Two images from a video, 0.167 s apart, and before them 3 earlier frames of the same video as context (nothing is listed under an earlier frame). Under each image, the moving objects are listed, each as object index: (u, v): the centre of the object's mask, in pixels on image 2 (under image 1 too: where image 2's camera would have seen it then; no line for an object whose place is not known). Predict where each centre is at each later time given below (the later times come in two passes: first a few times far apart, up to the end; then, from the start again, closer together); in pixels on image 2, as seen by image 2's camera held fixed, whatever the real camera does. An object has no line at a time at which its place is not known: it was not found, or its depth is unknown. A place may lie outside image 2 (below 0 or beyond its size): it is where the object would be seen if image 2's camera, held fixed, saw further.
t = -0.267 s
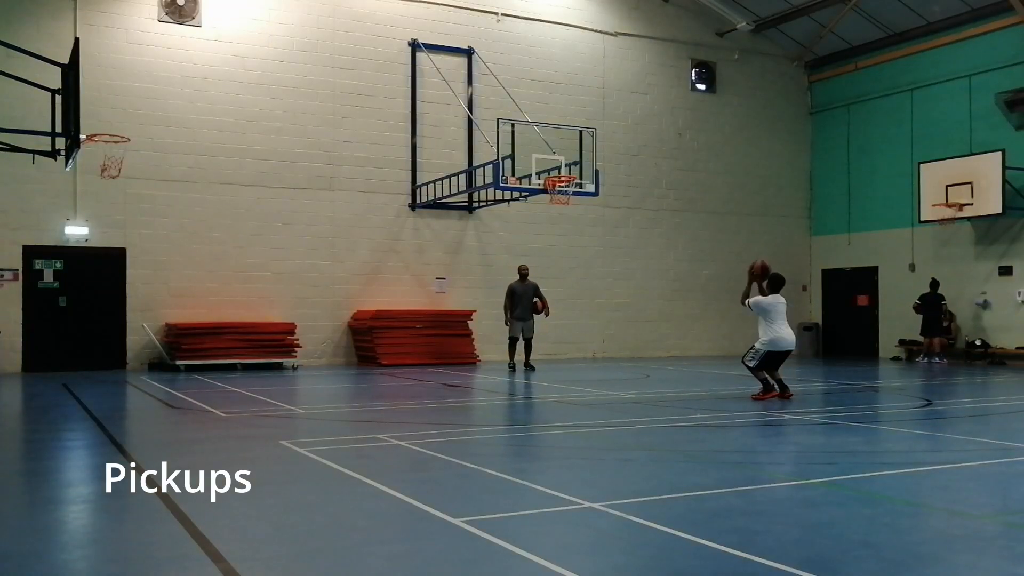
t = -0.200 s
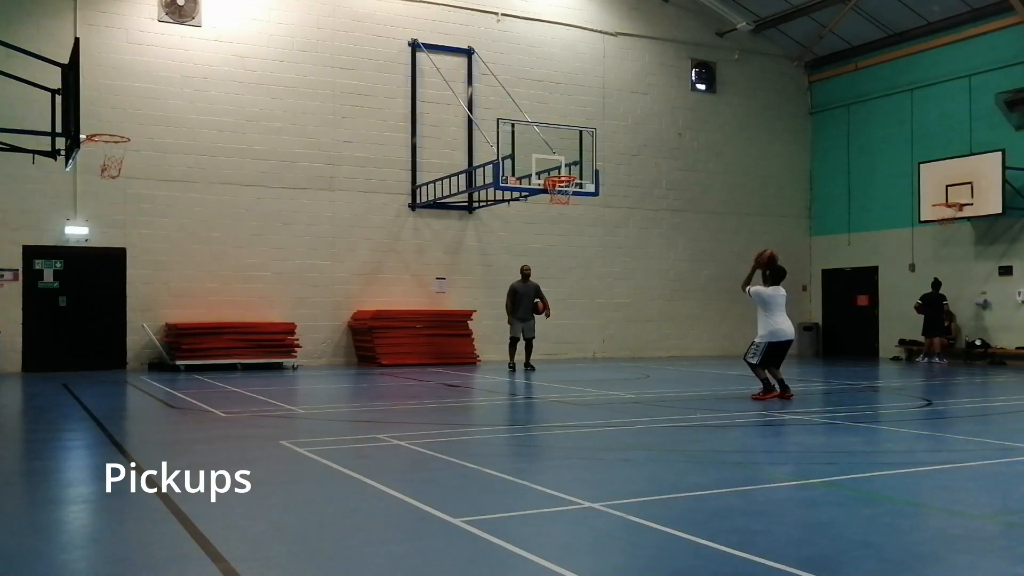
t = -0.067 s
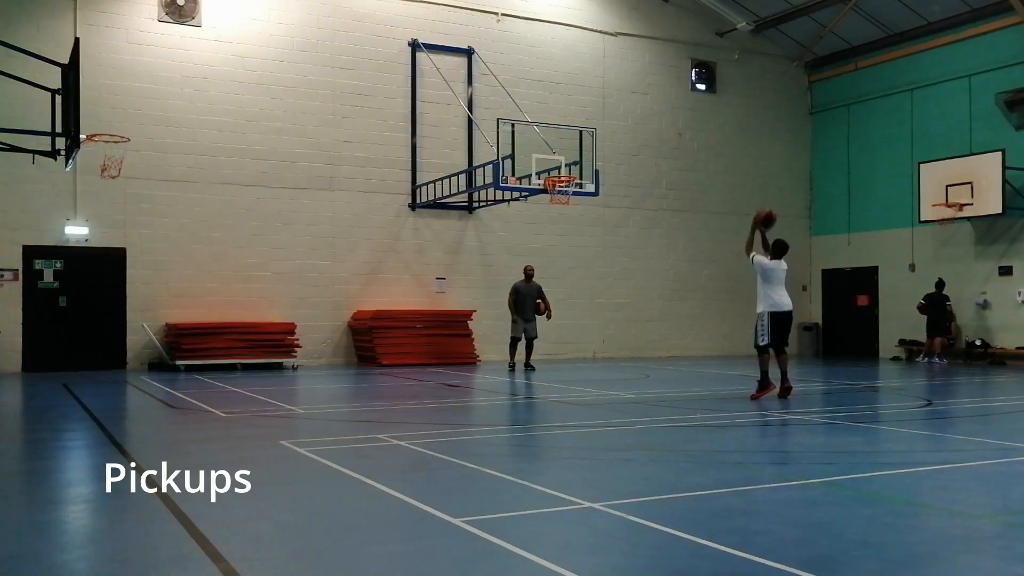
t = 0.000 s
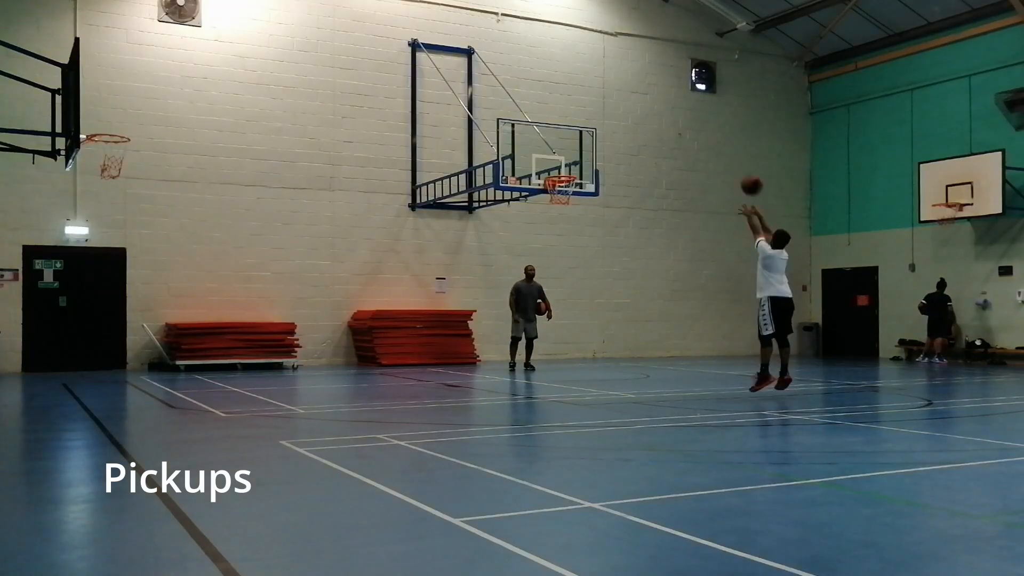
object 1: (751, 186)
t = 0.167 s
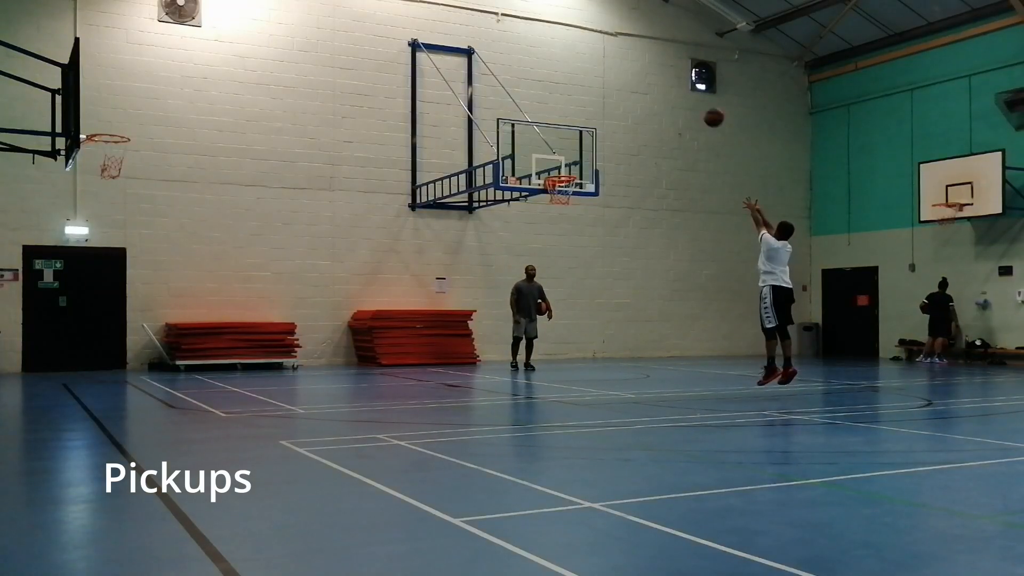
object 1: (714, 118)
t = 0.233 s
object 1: (700, 98)
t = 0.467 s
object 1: (655, 62)
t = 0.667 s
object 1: (622, 65)
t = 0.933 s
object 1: (581, 110)
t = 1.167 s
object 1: (555, 172)
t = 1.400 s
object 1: (575, 189)
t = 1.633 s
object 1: (559, 191)
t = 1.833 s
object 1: (547, 204)
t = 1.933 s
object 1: (543, 220)
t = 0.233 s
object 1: (700, 98)
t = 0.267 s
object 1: (693, 90)
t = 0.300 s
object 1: (686, 83)
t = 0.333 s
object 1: (680, 77)
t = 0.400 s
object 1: (668, 67)
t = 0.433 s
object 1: (662, 64)
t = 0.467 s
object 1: (655, 62)
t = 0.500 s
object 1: (649, 60)
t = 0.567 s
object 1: (638, 60)
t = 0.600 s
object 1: (633, 61)
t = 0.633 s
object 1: (627, 62)
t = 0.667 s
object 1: (622, 65)
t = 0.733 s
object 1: (611, 72)
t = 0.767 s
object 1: (606, 76)
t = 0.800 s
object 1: (601, 82)
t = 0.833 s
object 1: (596, 88)
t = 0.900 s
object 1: (586, 102)
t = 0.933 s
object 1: (581, 110)
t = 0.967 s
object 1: (577, 118)
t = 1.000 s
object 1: (572, 128)
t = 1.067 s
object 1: (563, 148)
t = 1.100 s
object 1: (559, 159)
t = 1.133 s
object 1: (555, 169)
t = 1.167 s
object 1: (555, 172)
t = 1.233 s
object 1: (563, 183)
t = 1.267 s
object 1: (566, 185)
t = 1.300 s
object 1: (570, 187)
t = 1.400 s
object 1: (575, 189)
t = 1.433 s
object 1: (574, 189)
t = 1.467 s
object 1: (572, 188)
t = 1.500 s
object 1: (570, 187)
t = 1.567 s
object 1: (564, 188)
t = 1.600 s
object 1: (561, 189)
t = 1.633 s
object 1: (559, 191)
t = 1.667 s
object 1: (556, 193)
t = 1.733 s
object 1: (552, 196)
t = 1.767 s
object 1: (550, 198)
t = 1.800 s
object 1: (549, 201)
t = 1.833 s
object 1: (547, 204)
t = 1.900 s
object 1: (544, 214)
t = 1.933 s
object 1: (543, 220)
